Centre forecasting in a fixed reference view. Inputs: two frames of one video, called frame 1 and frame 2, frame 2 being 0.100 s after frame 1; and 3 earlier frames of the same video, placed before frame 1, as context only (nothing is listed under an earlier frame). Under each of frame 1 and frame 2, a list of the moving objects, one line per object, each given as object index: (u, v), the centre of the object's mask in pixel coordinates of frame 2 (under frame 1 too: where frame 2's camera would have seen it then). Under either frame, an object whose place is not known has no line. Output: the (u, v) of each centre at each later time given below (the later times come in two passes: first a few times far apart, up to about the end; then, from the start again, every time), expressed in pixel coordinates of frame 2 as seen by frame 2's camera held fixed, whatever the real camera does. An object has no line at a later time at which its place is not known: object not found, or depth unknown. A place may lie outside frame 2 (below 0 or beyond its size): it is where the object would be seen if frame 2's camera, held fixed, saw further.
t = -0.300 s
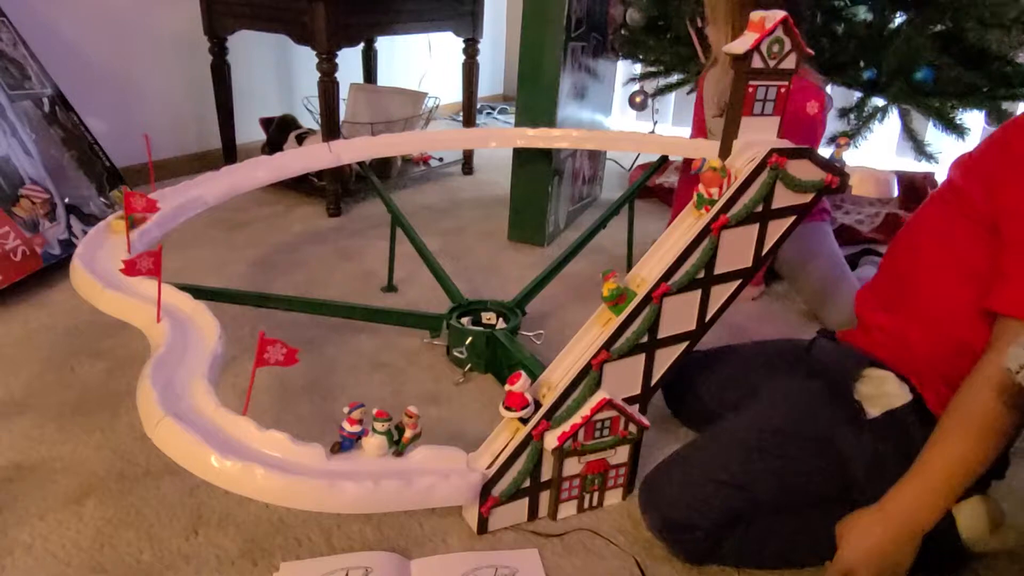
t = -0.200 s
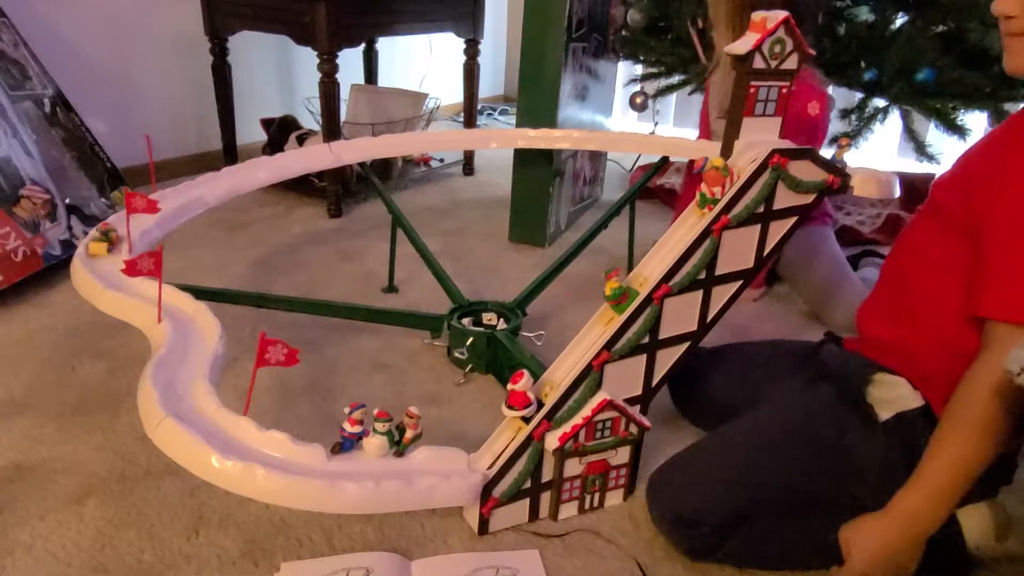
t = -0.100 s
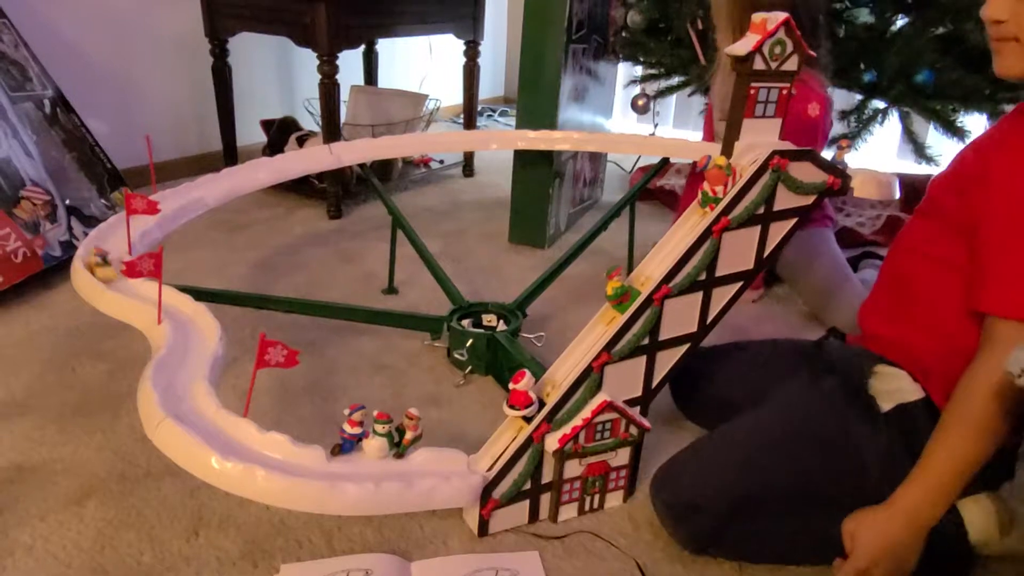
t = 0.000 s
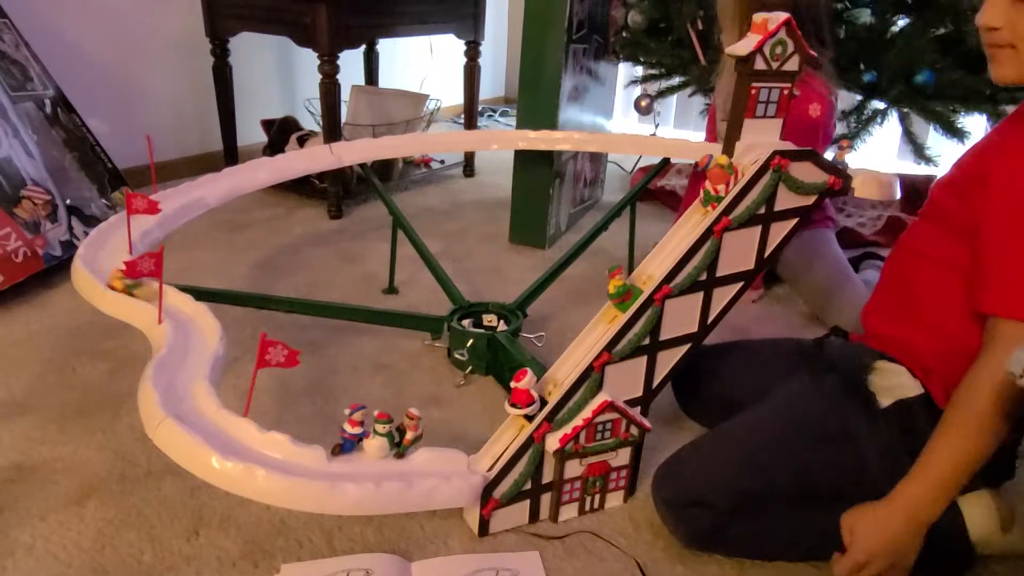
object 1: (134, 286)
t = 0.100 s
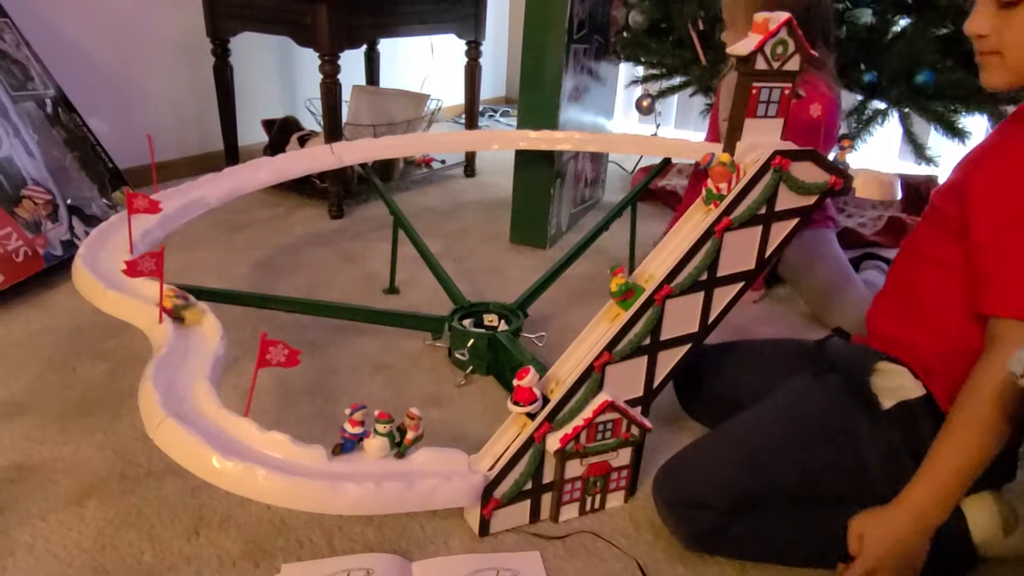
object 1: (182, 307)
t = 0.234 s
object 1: (195, 347)
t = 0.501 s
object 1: (212, 423)
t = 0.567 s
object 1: (241, 441)
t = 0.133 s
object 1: (191, 317)
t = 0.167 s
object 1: (197, 327)
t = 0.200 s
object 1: (199, 338)
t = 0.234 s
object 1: (195, 347)
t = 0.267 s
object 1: (191, 357)
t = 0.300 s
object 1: (186, 366)
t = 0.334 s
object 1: (181, 376)
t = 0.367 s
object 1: (178, 386)
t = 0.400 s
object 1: (181, 396)
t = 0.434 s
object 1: (188, 404)
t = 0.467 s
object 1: (199, 413)
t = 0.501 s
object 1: (212, 423)
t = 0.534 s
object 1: (225, 432)
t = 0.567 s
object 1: (241, 441)
